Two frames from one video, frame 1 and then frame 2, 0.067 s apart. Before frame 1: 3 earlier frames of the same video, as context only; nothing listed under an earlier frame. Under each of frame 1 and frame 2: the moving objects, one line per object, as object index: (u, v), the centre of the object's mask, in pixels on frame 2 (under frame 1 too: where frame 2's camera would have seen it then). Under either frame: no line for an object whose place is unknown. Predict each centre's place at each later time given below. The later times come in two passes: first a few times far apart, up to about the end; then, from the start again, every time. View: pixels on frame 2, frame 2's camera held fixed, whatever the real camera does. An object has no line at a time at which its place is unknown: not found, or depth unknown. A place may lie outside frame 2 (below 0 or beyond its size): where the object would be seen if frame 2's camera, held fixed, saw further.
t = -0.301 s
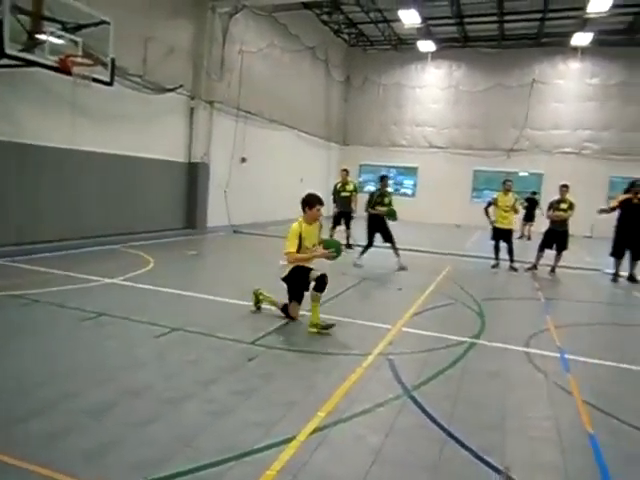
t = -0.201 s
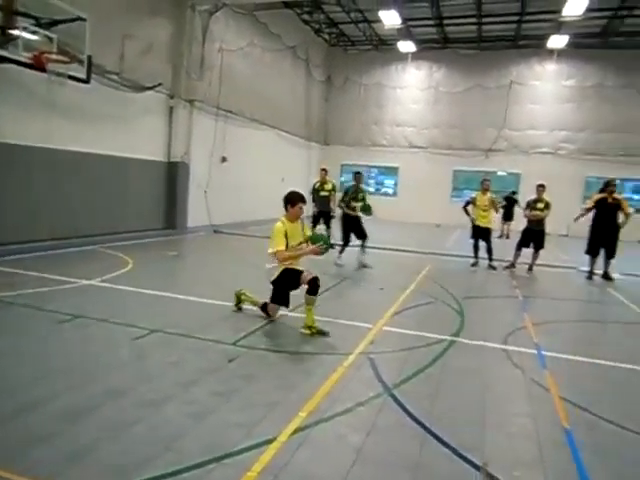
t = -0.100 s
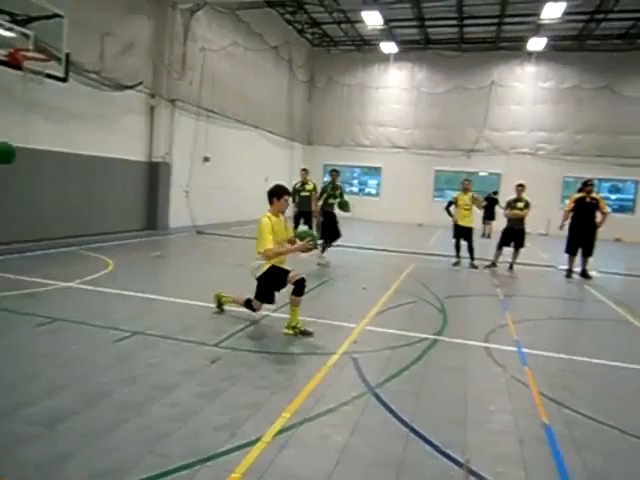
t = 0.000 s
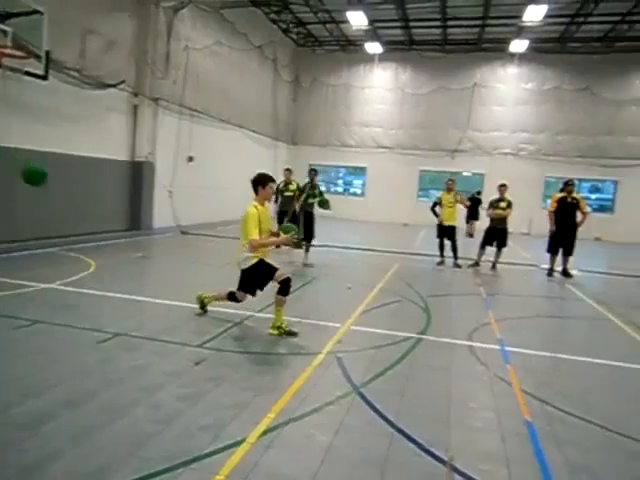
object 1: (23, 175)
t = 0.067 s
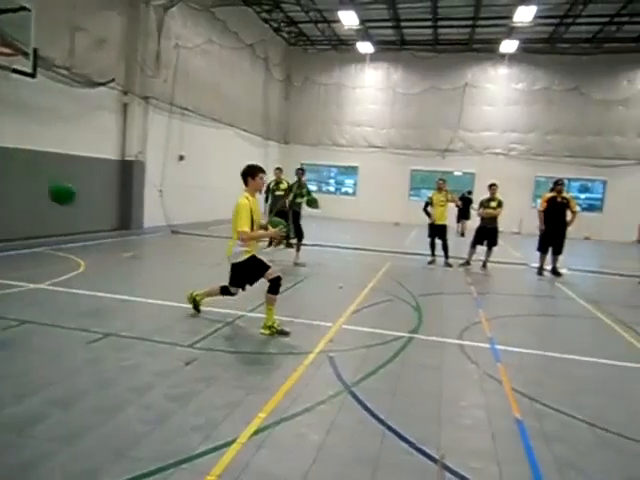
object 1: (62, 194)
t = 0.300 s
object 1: (201, 306)
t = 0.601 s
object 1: (299, 263)
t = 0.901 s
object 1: (385, 267)
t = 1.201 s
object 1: (464, 350)
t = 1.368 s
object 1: (508, 312)
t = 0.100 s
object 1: (80, 205)
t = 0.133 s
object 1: (99, 218)
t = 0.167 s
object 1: (119, 233)
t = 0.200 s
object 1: (139, 250)
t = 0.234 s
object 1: (159, 268)
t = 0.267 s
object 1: (180, 286)
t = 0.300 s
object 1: (201, 306)
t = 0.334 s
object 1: (222, 330)
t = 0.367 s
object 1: (231, 327)
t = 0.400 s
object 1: (242, 315)
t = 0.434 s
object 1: (252, 303)
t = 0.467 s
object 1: (262, 293)
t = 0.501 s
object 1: (271, 284)
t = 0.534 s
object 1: (280, 276)
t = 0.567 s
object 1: (289, 269)
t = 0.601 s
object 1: (299, 263)
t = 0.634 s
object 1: (308, 258)
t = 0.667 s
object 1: (318, 254)
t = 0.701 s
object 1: (327, 251)
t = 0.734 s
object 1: (337, 250)
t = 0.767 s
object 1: (347, 251)
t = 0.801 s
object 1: (357, 252)
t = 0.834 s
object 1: (366, 256)
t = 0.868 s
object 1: (375, 261)
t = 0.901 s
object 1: (385, 267)
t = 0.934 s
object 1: (394, 274)
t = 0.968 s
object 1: (403, 282)
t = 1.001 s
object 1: (411, 291)
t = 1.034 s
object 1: (420, 302)
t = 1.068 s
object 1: (428, 313)
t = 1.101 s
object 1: (437, 326)
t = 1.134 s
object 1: (446, 341)
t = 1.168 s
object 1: (455, 358)
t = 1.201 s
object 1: (464, 350)
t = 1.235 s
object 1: (473, 341)
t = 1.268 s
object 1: (482, 332)
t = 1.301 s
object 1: (490, 325)
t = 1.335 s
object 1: (499, 318)
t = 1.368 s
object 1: (508, 312)
